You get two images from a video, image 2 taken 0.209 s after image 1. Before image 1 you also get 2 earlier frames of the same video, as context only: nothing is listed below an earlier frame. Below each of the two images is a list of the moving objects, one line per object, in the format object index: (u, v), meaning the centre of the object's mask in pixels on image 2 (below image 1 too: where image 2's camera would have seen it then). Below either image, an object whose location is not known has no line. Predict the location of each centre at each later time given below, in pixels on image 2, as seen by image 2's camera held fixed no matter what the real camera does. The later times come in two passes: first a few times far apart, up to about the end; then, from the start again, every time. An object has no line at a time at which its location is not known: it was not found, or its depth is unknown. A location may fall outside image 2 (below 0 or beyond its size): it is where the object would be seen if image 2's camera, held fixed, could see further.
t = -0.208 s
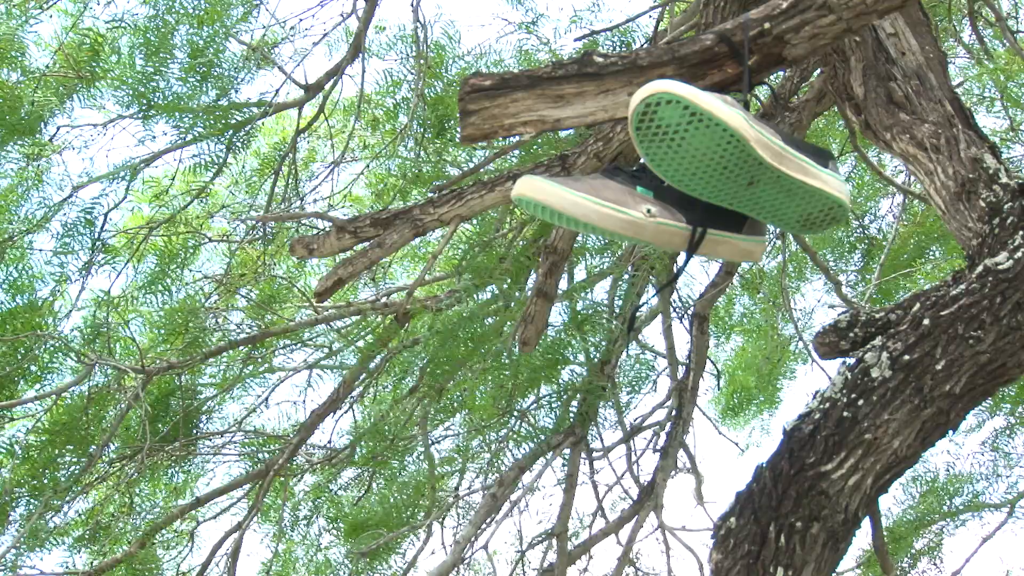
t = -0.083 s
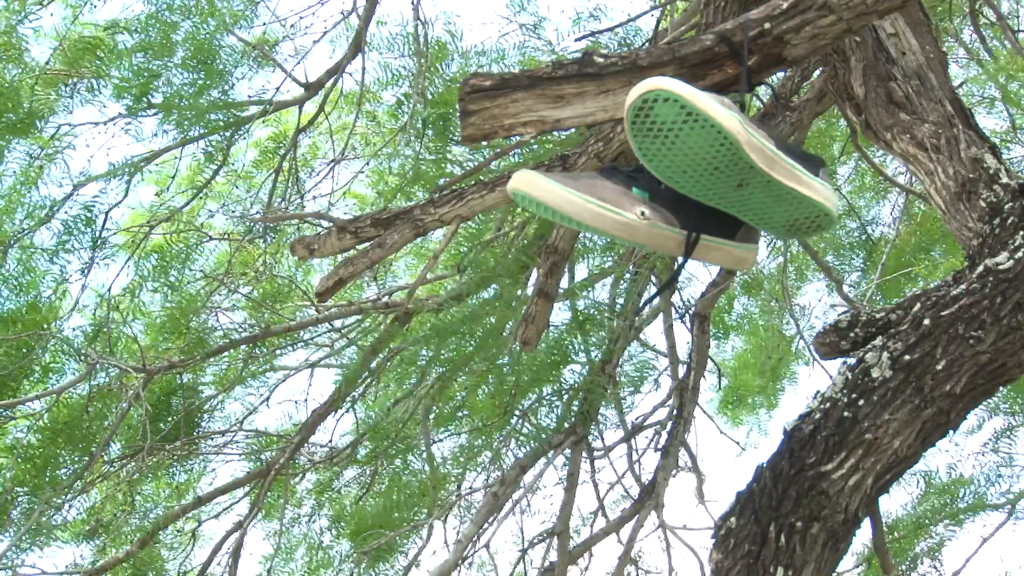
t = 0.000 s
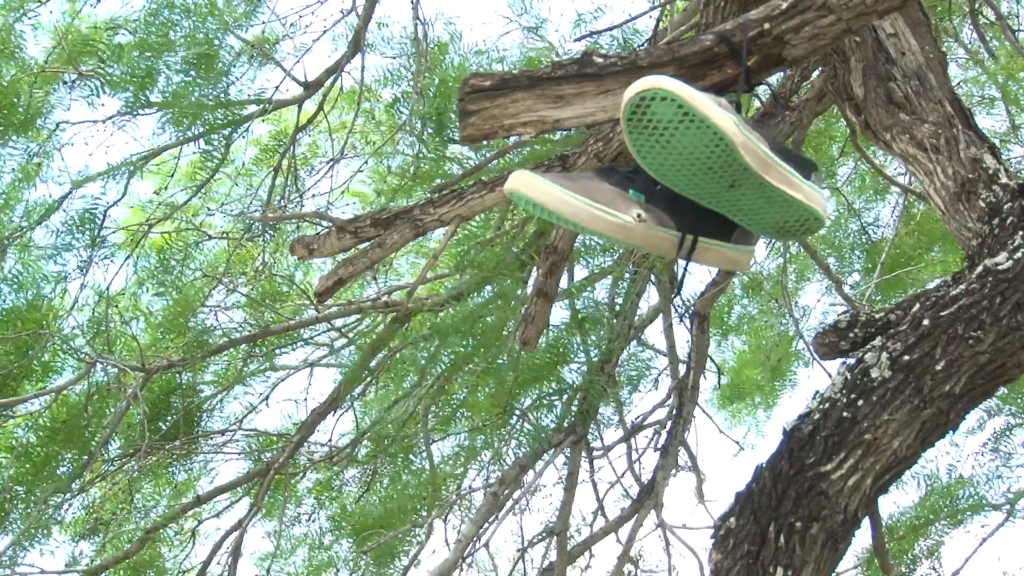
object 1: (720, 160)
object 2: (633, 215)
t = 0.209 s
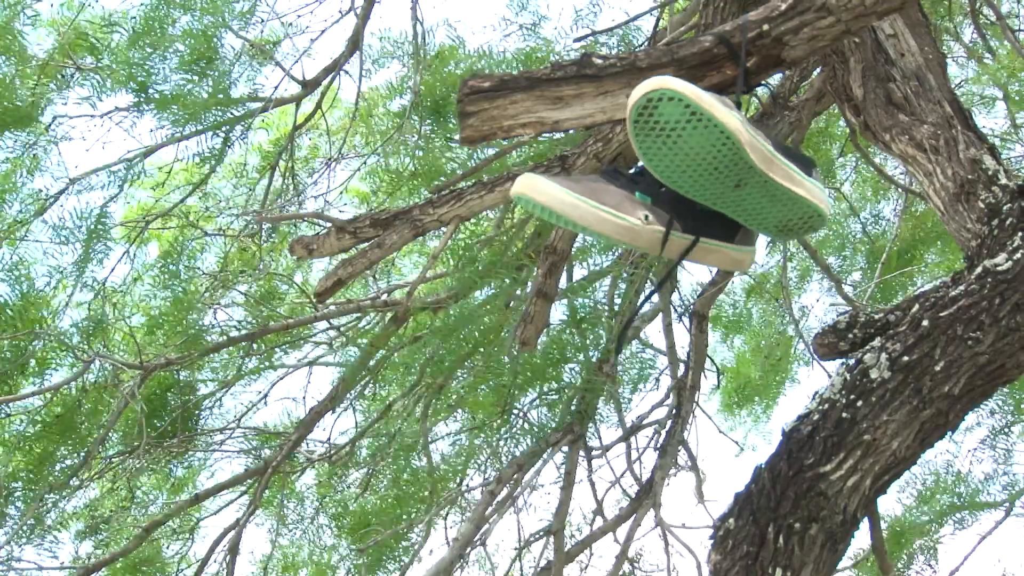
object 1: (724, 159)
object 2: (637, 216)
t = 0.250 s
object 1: (727, 159)
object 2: (639, 215)
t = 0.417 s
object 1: (734, 158)
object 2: (645, 213)
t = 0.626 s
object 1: (727, 160)
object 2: (643, 214)
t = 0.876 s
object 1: (711, 158)
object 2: (629, 214)
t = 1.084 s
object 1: (727, 155)
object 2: (639, 213)
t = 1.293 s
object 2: (656, 212)
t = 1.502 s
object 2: (645, 213)
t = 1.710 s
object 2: (631, 214)
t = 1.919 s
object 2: (643, 212)
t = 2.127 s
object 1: (746, 152)
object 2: (660, 210)
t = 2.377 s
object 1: (724, 155)
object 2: (641, 214)
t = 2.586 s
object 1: (709, 157)
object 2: (629, 214)
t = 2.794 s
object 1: (722, 158)
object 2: (639, 213)
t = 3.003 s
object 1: (735, 159)
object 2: (645, 213)
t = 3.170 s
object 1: (731, 161)
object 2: (639, 215)
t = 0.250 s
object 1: (727, 159)
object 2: (639, 215)
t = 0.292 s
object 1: (729, 159)
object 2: (640, 215)
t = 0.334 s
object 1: (732, 158)
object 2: (642, 214)
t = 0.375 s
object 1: (733, 158)
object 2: (643, 214)
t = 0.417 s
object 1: (734, 158)
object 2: (645, 213)
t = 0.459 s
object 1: (734, 158)
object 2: (646, 213)
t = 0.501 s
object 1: (734, 158)
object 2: (647, 213)
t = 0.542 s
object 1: (732, 158)
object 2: (646, 214)
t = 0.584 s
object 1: (729, 159)
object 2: (645, 214)
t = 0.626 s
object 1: (727, 160)
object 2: (643, 214)
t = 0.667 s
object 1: (723, 160)
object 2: (640, 214)
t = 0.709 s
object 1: (719, 160)
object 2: (638, 214)
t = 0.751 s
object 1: (716, 159)
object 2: (635, 214)
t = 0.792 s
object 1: (714, 159)
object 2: (632, 214)
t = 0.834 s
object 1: (713, 159)
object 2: (631, 215)
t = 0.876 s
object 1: (711, 158)
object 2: (629, 214)
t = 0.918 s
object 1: (712, 158)
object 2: (629, 214)
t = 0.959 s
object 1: (713, 157)
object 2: (629, 214)
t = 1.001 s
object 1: (716, 157)
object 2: (632, 214)
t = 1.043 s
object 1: (721, 156)
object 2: (635, 213)
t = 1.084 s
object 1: (727, 155)
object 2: (639, 213)
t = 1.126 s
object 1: (732, 155)
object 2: (643, 214)
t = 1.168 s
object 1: (737, 153)
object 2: (648, 213)
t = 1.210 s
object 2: (651, 213)
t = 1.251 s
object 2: (653, 212)
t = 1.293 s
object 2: (656, 212)
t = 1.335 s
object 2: (656, 211)
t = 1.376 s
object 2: (655, 212)
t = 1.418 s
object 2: (652, 212)
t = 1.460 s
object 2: (649, 212)
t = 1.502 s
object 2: (645, 213)
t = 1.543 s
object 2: (641, 213)
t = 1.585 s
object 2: (638, 213)
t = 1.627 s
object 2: (635, 213)
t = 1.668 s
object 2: (632, 214)
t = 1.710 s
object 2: (631, 214)
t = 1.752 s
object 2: (632, 213)
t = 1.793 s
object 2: (633, 213)
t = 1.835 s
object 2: (636, 213)
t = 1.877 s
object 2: (639, 213)
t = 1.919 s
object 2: (643, 212)
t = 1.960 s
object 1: (735, 155)
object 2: (648, 212)
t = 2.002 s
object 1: (740, 154)
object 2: (653, 212)
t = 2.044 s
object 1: (743, 153)
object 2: (657, 211)
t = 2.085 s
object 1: (745, 153)
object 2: (658, 210)
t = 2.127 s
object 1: (746, 152)
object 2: (660, 210)
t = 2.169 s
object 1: (745, 153)
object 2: (658, 211)
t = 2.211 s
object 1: (743, 153)
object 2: (656, 211)
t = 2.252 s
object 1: (739, 154)
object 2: (654, 212)
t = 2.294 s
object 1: (734, 154)
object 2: (649, 213)
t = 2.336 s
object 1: (729, 155)
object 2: (645, 213)
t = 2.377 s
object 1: (724, 155)
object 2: (641, 214)
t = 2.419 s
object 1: (719, 156)
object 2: (636, 214)
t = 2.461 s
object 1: (715, 156)
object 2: (633, 214)
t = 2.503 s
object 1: (712, 156)
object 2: (630, 214)
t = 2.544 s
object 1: (710, 156)
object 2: (629, 214)
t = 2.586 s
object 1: (709, 157)
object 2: (629, 214)
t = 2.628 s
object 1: (710, 157)
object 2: (630, 214)
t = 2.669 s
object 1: (711, 157)
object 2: (632, 215)
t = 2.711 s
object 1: (714, 158)
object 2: (634, 215)
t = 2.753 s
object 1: (718, 158)
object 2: (636, 213)
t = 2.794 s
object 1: (722, 158)
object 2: (639, 213)
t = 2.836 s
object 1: (726, 158)
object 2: (642, 213)
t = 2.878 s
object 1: (729, 158)
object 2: (643, 213)
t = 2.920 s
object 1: (732, 158)
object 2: (644, 213)
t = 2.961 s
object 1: (734, 159)
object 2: (645, 213)
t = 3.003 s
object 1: (735, 159)
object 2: (645, 213)
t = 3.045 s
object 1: (734, 159)
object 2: (643, 213)
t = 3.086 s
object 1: (734, 160)
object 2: (641, 214)
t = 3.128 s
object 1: (733, 160)
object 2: (640, 214)
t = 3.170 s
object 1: (731, 161)
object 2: (639, 215)
